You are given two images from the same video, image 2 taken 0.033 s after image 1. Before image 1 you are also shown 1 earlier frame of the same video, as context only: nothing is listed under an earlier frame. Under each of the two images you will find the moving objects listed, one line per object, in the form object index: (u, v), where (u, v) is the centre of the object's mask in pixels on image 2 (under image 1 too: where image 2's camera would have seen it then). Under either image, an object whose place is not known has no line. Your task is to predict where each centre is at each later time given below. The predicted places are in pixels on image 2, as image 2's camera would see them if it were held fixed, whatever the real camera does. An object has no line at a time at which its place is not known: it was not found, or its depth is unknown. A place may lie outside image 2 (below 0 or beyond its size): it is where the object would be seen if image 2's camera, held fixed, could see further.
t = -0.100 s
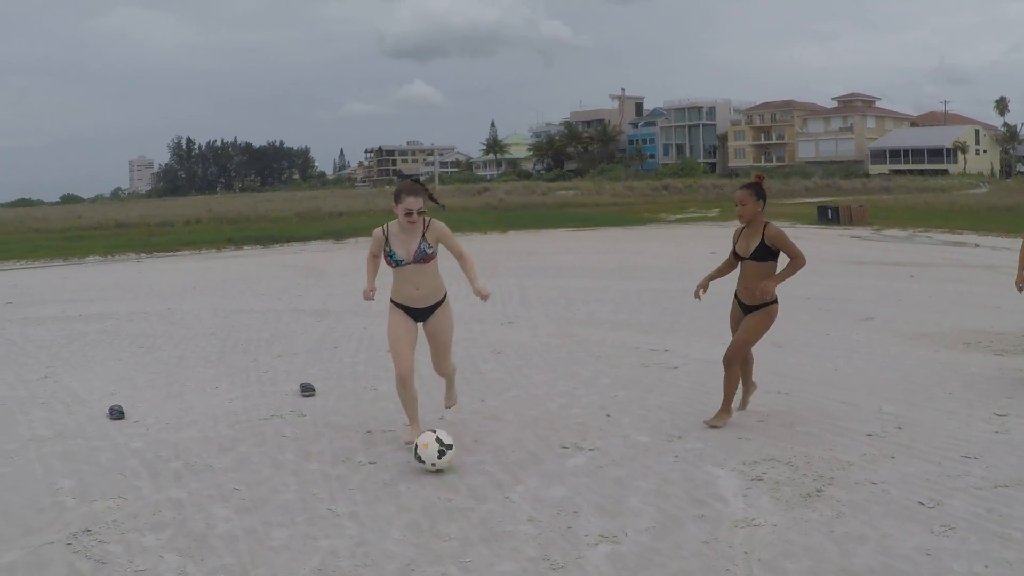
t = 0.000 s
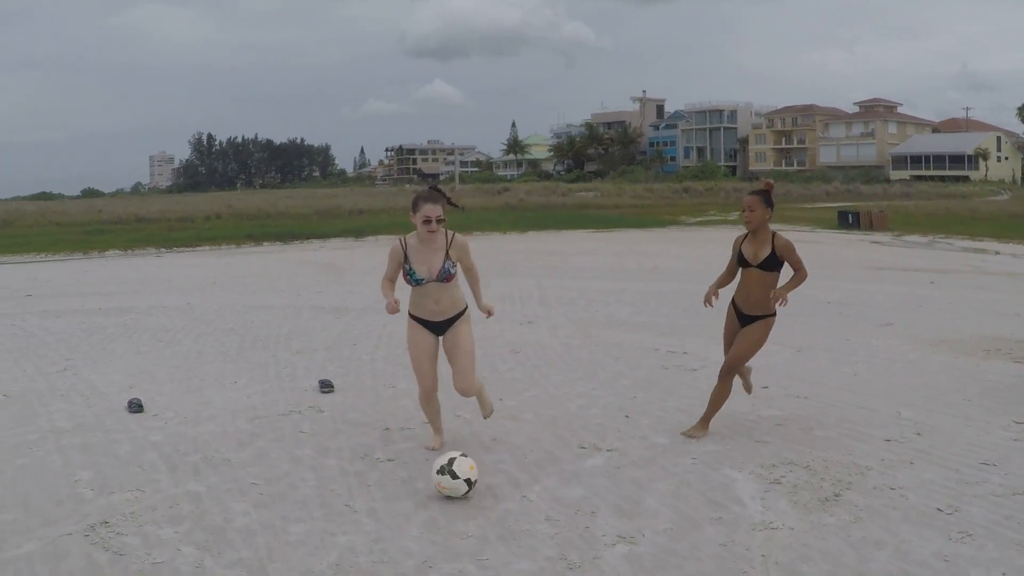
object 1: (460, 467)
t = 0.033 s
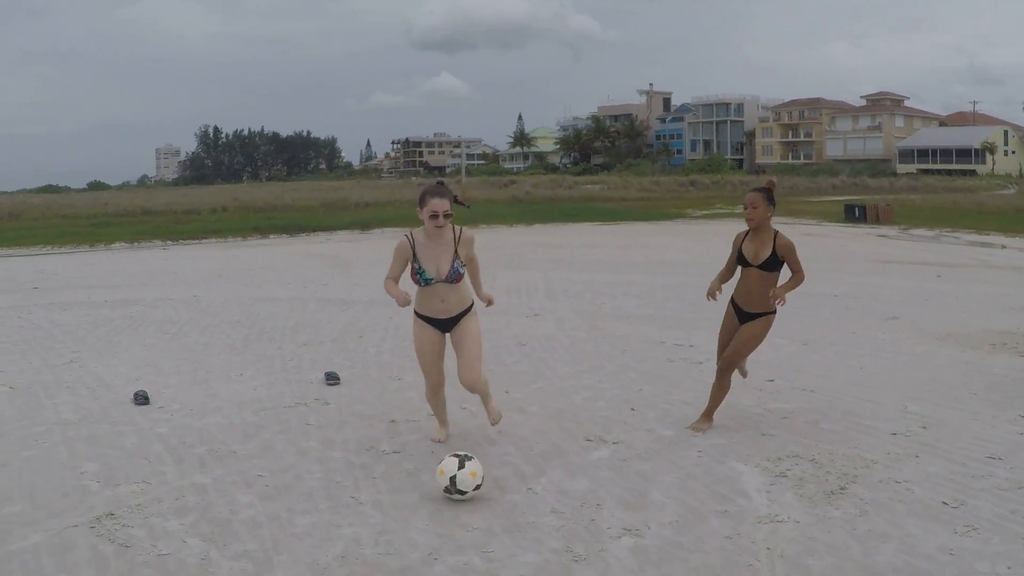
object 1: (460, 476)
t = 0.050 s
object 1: (460, 480)
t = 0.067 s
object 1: (458, 484)
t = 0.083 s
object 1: (458, 489)
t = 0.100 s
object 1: (457, 493)
